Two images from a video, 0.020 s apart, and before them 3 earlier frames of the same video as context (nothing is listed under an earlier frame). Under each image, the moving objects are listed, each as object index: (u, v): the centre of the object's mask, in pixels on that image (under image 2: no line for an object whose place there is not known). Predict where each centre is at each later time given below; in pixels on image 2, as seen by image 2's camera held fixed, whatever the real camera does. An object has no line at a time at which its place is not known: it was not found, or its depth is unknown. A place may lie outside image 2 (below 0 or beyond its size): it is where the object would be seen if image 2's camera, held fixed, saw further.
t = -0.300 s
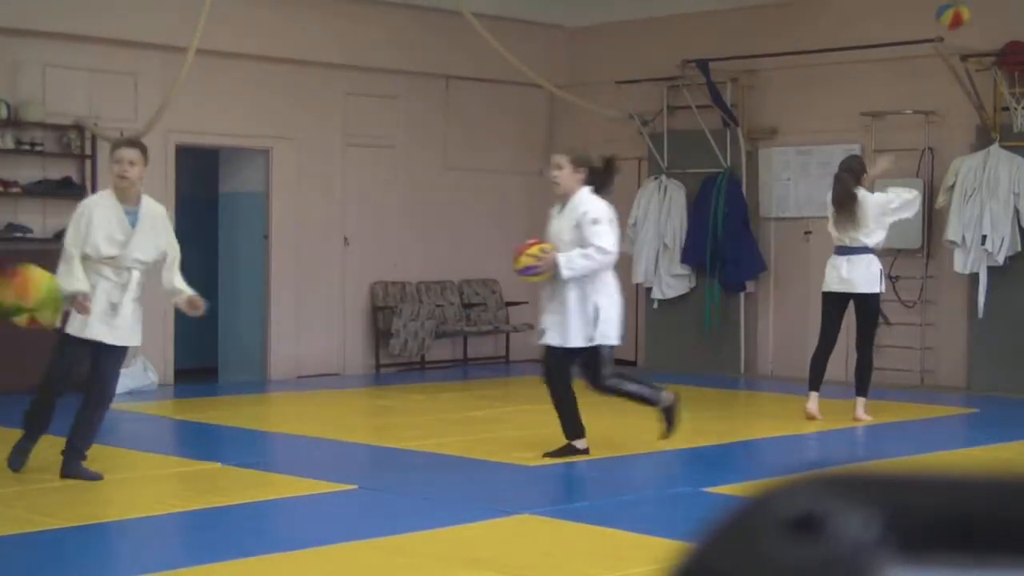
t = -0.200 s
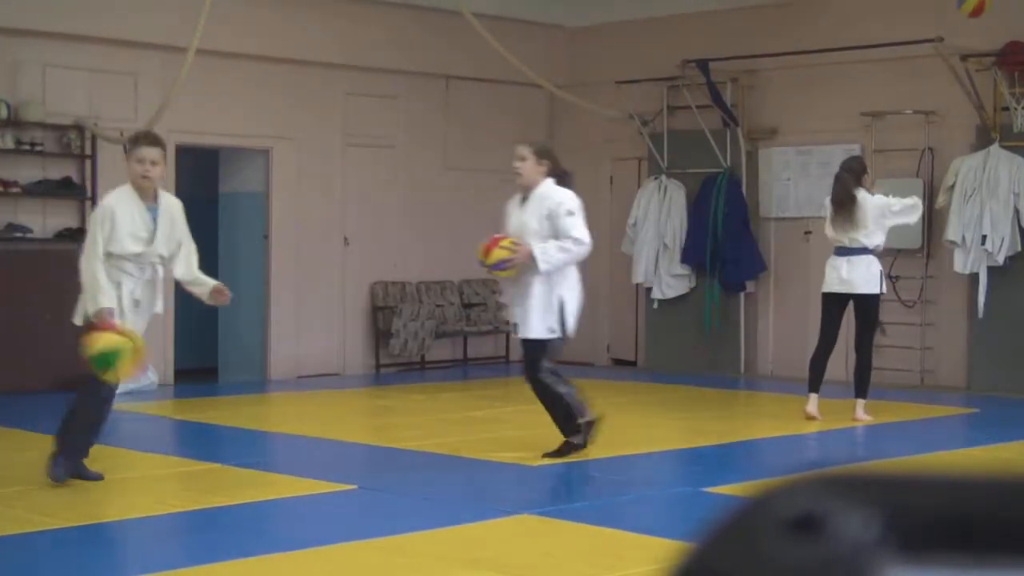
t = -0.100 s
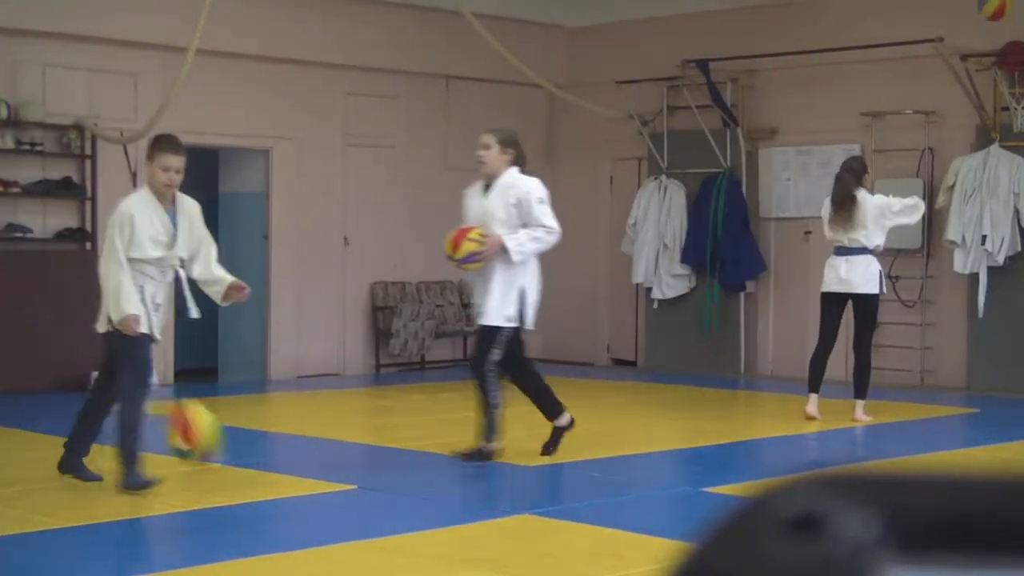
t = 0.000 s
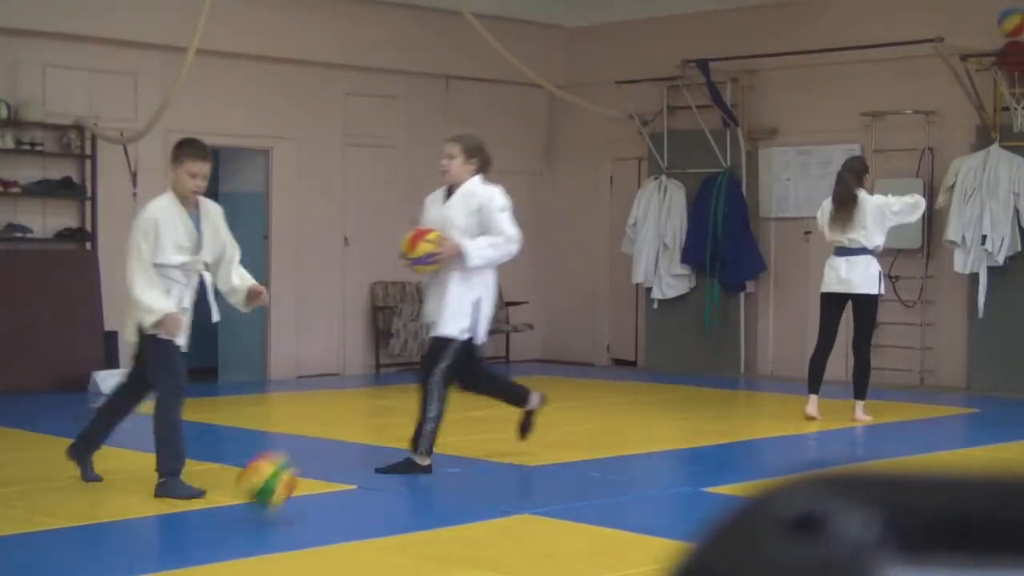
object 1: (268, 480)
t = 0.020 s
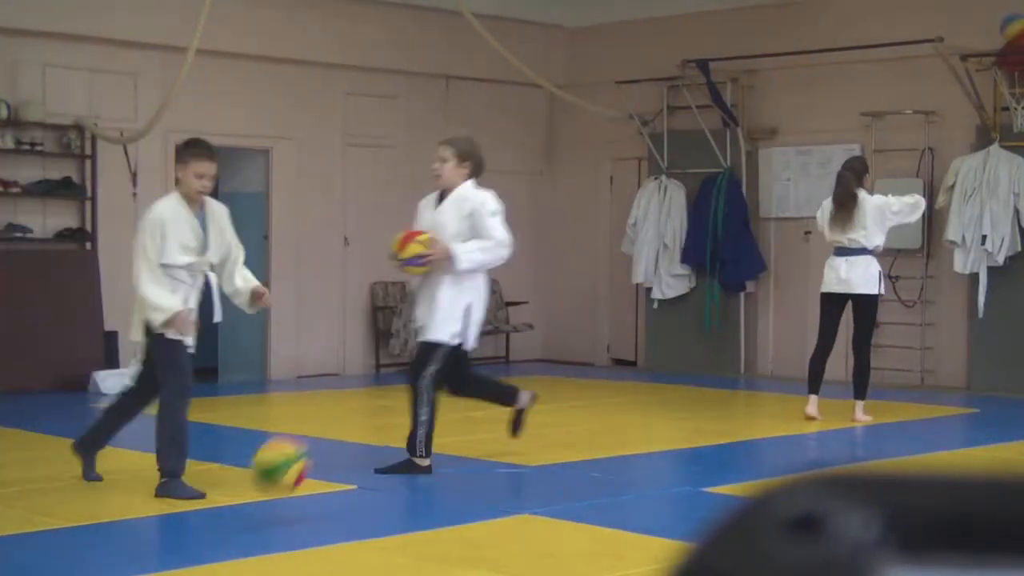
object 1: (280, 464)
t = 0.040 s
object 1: (293, 449)
